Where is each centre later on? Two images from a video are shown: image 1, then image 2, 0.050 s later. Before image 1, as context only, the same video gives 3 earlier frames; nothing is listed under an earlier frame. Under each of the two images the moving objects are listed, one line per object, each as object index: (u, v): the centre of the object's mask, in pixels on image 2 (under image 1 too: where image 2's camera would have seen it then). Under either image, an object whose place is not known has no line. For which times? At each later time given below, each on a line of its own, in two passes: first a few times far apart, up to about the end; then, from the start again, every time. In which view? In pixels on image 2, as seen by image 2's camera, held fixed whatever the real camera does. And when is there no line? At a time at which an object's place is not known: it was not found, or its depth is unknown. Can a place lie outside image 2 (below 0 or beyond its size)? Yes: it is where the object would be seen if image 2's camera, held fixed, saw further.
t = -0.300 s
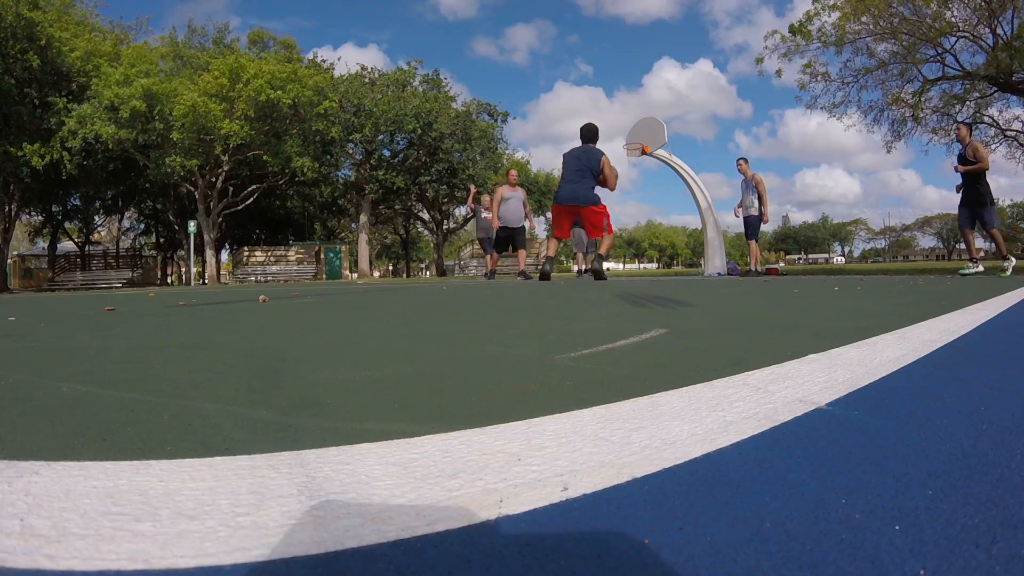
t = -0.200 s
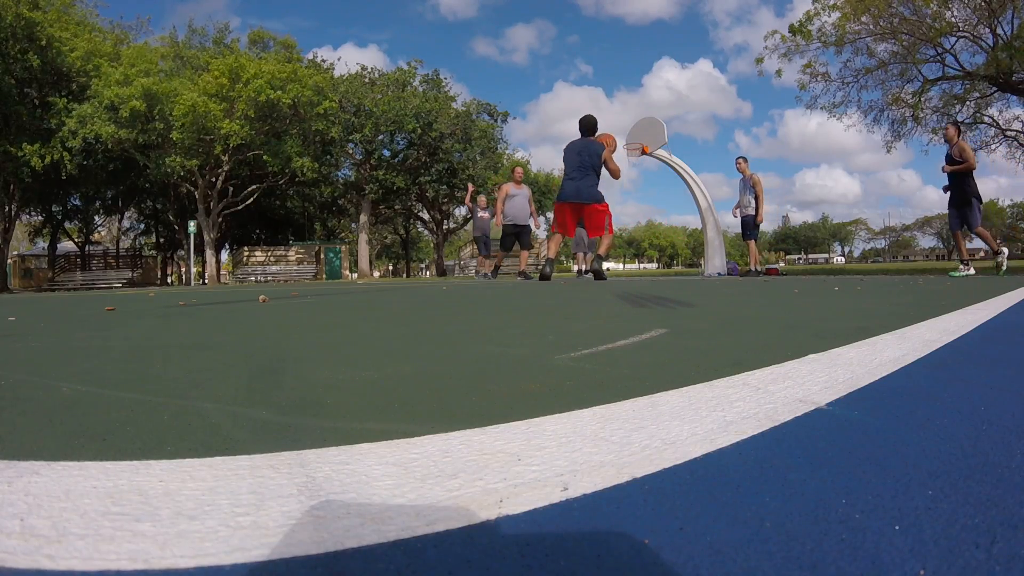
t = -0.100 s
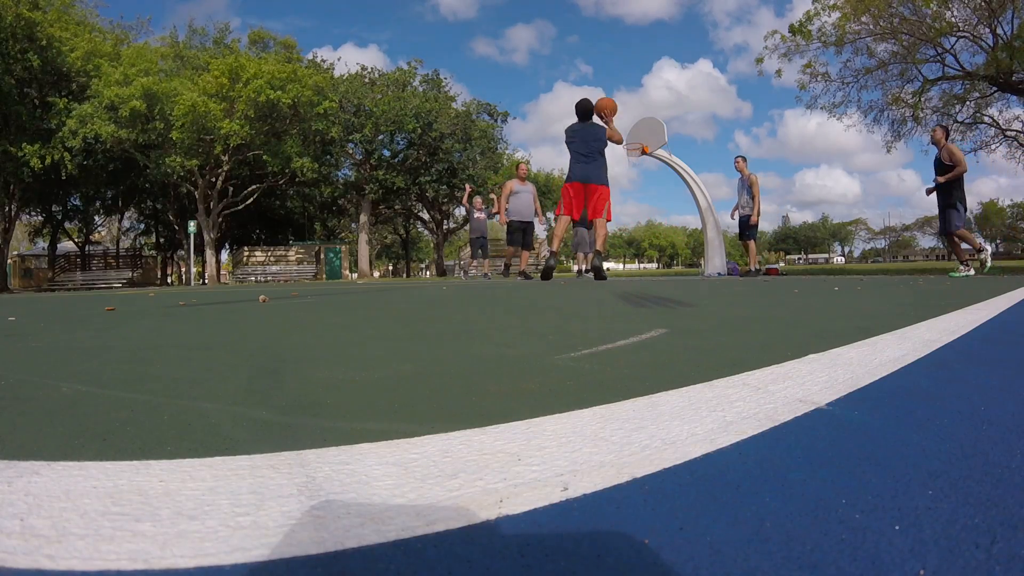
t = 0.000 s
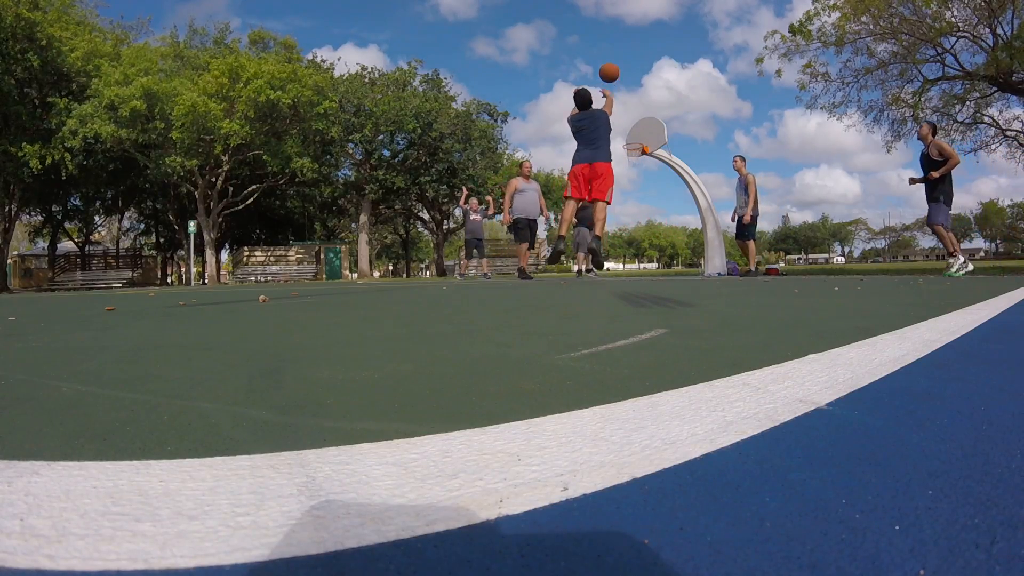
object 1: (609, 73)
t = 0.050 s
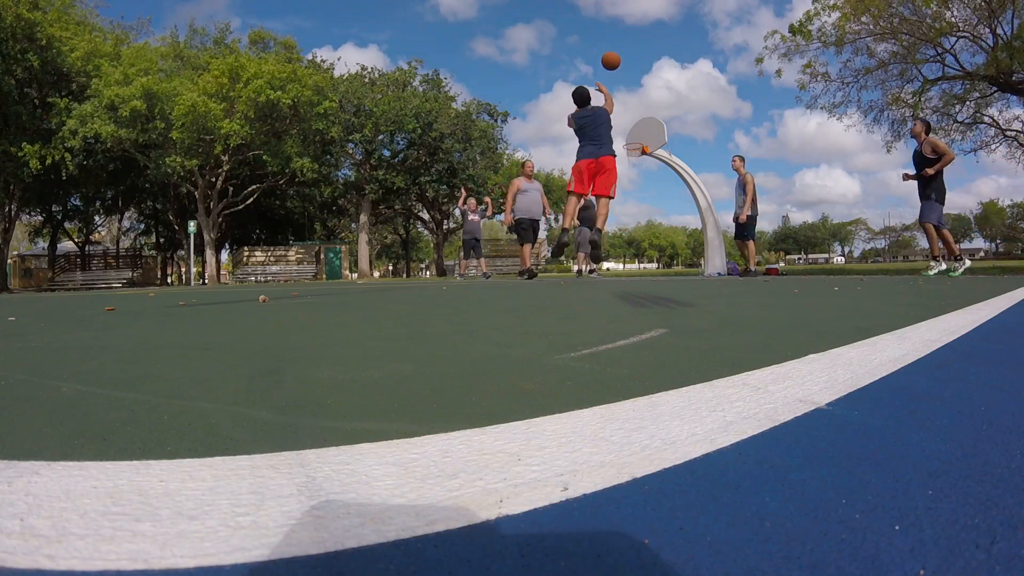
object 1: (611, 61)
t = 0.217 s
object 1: (616, 41)
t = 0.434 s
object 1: (624, 43)
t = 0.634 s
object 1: (631, 64)
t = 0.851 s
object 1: (639, 100)
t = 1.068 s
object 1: (643, 138)
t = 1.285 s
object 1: (630, 119)
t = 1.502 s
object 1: (617, 117)
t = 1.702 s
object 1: (606, 134)
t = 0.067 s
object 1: (611, 57)
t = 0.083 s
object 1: (612, 55)
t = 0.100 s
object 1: (612, 52)
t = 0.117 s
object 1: (613, 50)
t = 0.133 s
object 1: (613, 48)
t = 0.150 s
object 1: (614, 46)
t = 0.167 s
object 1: (615, 44)
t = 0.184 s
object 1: (615, 43)
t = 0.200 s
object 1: (616, 42)
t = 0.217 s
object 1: (616, 41)
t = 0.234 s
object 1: (617, 40)
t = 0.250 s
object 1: (617, 40)
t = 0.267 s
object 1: (618, 39)
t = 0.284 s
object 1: (619, 39)
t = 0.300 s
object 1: (619, 39)
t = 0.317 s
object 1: (620, 39)
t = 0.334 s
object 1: (621, 39)
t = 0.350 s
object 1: (621, 39)
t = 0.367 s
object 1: (622, 40)
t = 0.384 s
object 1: (622, 40)
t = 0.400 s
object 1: (623, 41)
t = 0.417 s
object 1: (624, 42)
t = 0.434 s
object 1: (624, 43)
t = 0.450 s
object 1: (625, 44)
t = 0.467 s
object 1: (625, 46)
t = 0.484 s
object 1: (626, 47)
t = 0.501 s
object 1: (626, 48)
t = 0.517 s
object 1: (627, 50)
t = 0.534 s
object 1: (627, 52)
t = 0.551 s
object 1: (628, 54)
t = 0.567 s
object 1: (629, 56)
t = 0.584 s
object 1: (629, 57)
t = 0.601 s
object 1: (630, 59)
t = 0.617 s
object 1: (630, 61)
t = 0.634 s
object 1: (631, 64)
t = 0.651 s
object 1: (632, 66)
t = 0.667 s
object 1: (632, 68)
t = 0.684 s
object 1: (633, 71)
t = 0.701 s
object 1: (633, 74)
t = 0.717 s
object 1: (634, 76)
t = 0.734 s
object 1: (635, 79)
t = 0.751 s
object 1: (635, 82)
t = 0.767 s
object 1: (636, 85)
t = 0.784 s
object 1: (636, 87)
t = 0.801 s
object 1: (637, 90)
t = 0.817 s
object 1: (638, 94)
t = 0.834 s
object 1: (638, 97)
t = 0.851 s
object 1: (639, 100)
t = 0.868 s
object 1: (639, 103)
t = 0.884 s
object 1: (640, 107)
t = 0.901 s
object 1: (641, 110)
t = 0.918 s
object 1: (641, 114)
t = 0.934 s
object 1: (642, 117)
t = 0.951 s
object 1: (642, 121)
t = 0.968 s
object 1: (643, 124)
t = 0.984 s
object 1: (643, 128)
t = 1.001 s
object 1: (644, 132)
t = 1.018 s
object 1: (644, 136)
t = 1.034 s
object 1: (645, 140)
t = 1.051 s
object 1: (644, 141)
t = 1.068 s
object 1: (643, 138)
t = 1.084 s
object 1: (642, 136)
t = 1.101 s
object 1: (641, 134)
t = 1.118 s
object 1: (640, 132)
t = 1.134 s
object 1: (639, 131)
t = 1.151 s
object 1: (638, 129)
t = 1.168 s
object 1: (637, 127)
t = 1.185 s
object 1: (636, 126)
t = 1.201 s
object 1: (635, 124)
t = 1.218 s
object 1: (634, 123)
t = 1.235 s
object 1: (633, 122)
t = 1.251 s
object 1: (632, 121)
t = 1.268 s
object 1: (631, 119)
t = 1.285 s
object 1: (630, 119)
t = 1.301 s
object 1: (628, 118)
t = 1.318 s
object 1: (628, 117)
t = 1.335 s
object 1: (627, 117)
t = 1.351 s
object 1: (625, 116)
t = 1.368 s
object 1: (624, 116)
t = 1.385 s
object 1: (623, 116)
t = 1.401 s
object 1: (623, 116)
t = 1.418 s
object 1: (622, 116)
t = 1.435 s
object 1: (621, 116)
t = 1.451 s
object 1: (620, 116)
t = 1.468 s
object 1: (618, 116)
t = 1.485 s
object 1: (618, 117)
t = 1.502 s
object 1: (617, 117)
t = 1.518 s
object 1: (616, 118)
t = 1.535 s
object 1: (615, 119)
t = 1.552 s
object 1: (614, 120)
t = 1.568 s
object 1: (613, 121)
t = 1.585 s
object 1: (612, 122)
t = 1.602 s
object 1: (611, 123)
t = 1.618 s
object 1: (610, 125)
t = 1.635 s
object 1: (609, 126)
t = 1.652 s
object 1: (609, 128)
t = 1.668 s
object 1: (608, 130)
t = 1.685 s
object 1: (607, 132)
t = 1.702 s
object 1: (606, 134)
